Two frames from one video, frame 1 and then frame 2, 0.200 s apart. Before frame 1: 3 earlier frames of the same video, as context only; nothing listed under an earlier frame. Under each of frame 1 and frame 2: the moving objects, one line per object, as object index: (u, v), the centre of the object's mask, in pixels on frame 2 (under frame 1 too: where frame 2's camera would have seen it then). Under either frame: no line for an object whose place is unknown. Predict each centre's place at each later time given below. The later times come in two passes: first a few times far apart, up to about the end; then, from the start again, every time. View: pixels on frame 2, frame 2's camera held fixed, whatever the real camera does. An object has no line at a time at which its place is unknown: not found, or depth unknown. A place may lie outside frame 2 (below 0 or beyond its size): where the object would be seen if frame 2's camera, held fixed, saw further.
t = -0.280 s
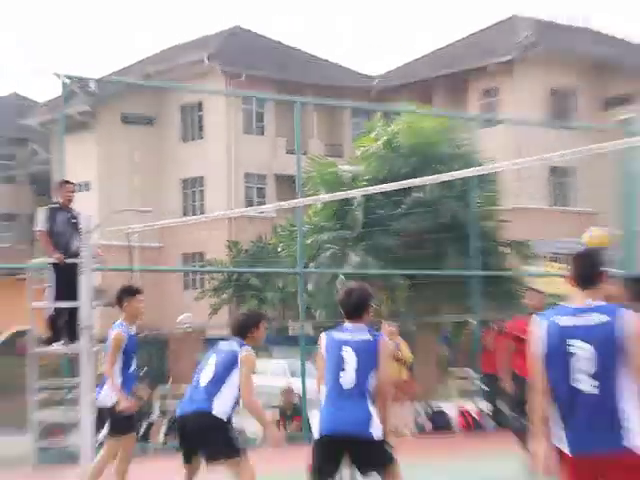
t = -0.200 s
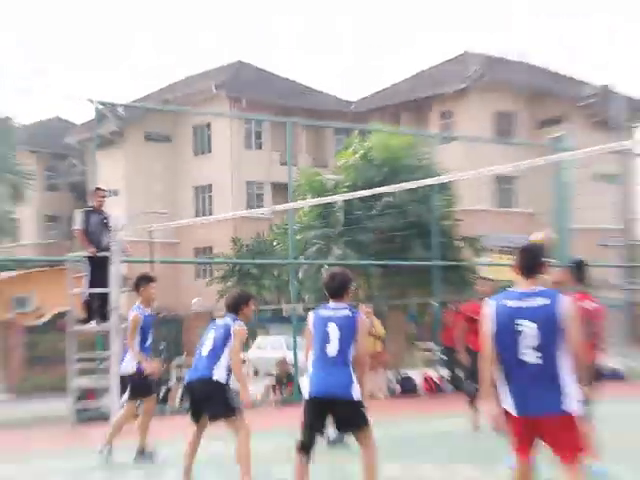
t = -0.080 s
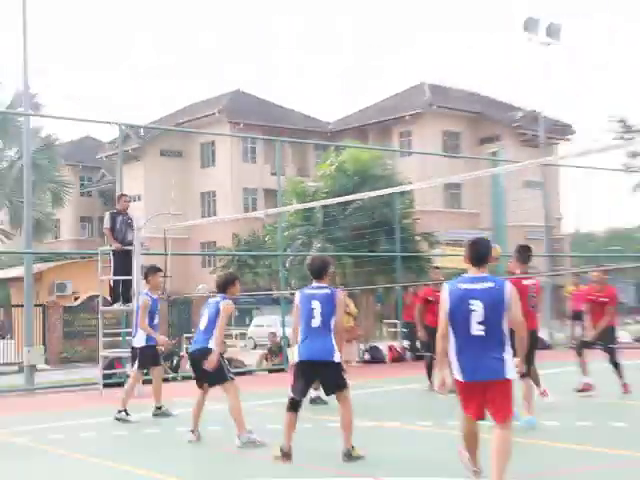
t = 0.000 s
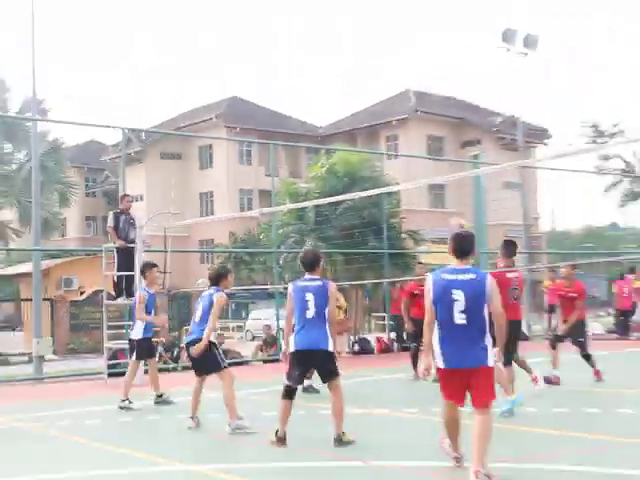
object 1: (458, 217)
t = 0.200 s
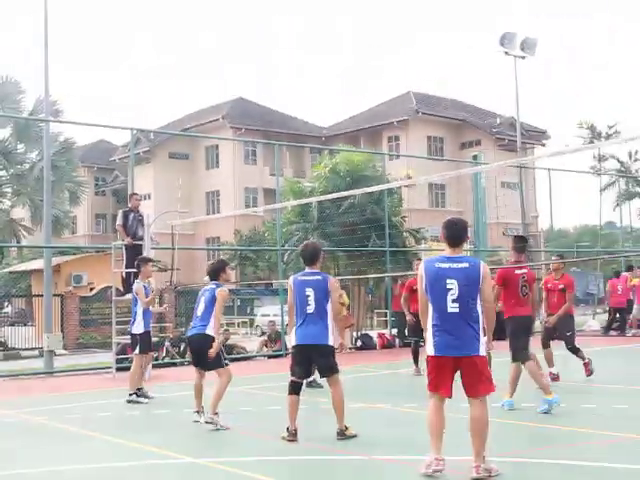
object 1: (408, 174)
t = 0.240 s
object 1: (398, 173)
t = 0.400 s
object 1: (348, 158)
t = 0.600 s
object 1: (281, 172)
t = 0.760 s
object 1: (216, 219)
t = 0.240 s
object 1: (398, 173)
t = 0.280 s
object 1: (384, 166)
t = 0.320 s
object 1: (373, 162)
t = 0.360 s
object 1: (361, 158)
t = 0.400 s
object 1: (348, 158)
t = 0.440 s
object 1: (334, 157)
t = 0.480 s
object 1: (323, 159)
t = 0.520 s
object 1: (309, 162)
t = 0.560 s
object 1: (295, 166)
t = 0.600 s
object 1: (281, 172)
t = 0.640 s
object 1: (267, 181)
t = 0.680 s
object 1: (250, 191)
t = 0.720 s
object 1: (234, 205)
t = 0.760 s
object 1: (216, 219)
